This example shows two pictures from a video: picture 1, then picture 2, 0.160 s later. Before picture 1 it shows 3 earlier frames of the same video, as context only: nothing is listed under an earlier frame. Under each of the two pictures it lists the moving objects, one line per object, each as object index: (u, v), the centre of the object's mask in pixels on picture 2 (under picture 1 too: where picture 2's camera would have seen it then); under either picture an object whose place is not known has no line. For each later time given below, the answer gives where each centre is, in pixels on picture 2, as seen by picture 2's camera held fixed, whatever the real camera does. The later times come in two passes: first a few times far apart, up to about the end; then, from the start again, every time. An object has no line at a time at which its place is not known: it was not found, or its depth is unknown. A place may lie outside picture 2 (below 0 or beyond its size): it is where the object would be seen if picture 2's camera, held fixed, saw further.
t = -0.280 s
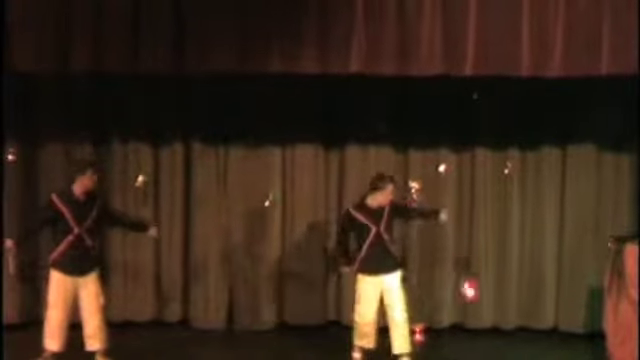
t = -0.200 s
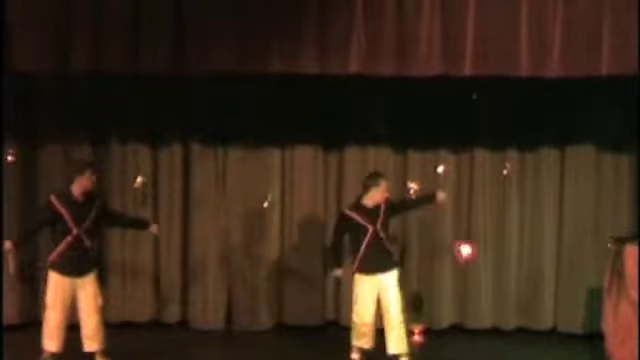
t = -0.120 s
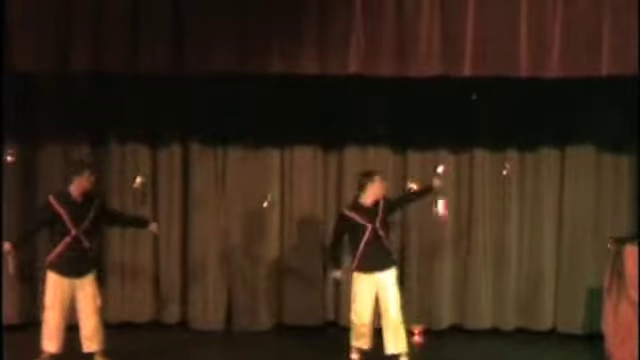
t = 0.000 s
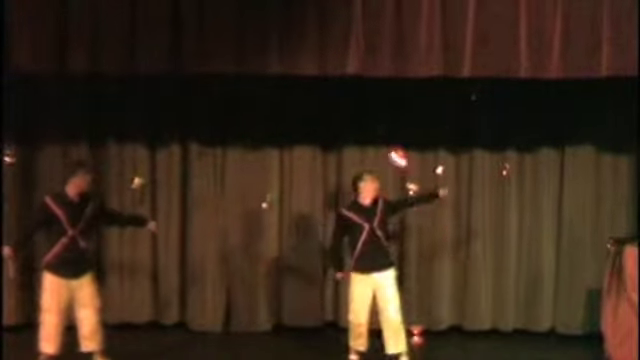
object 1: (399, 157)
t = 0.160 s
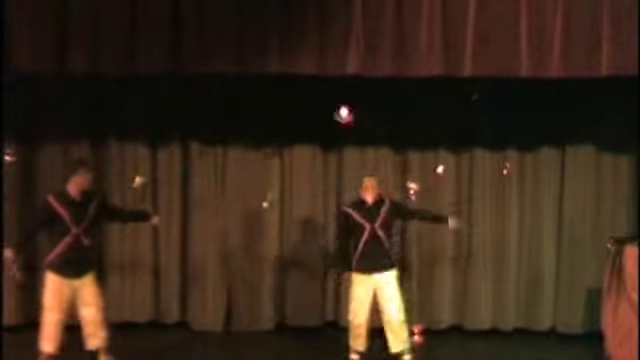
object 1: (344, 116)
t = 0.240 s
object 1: (315, 105)
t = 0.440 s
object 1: (246, 115)
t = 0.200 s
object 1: (331, 109)
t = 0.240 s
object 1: (315, 105)
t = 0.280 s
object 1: (301, 104)
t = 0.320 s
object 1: (288, 104)
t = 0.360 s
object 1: (275, 105)
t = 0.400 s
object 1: (261, 110)
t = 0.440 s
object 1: (246, 115)
